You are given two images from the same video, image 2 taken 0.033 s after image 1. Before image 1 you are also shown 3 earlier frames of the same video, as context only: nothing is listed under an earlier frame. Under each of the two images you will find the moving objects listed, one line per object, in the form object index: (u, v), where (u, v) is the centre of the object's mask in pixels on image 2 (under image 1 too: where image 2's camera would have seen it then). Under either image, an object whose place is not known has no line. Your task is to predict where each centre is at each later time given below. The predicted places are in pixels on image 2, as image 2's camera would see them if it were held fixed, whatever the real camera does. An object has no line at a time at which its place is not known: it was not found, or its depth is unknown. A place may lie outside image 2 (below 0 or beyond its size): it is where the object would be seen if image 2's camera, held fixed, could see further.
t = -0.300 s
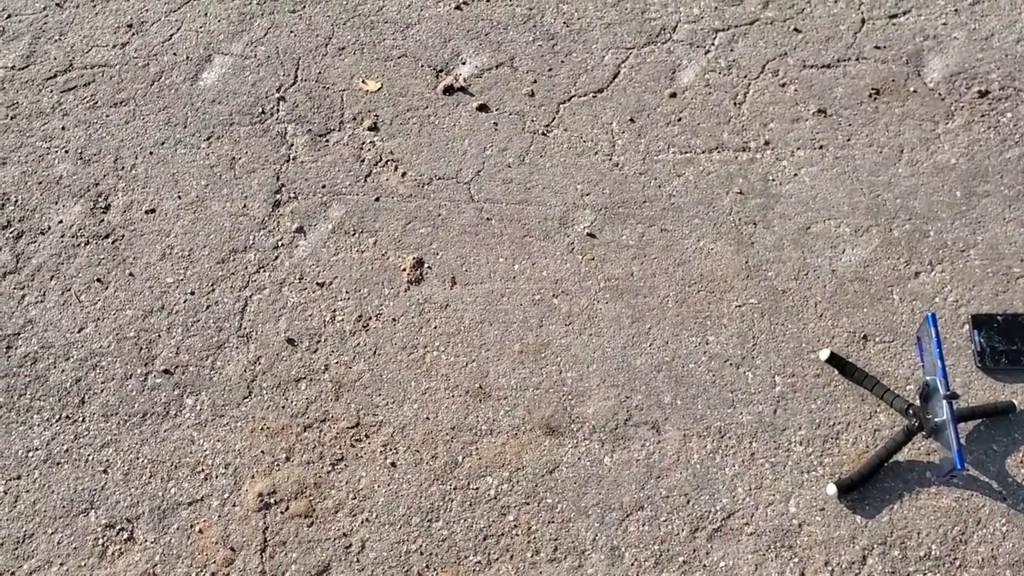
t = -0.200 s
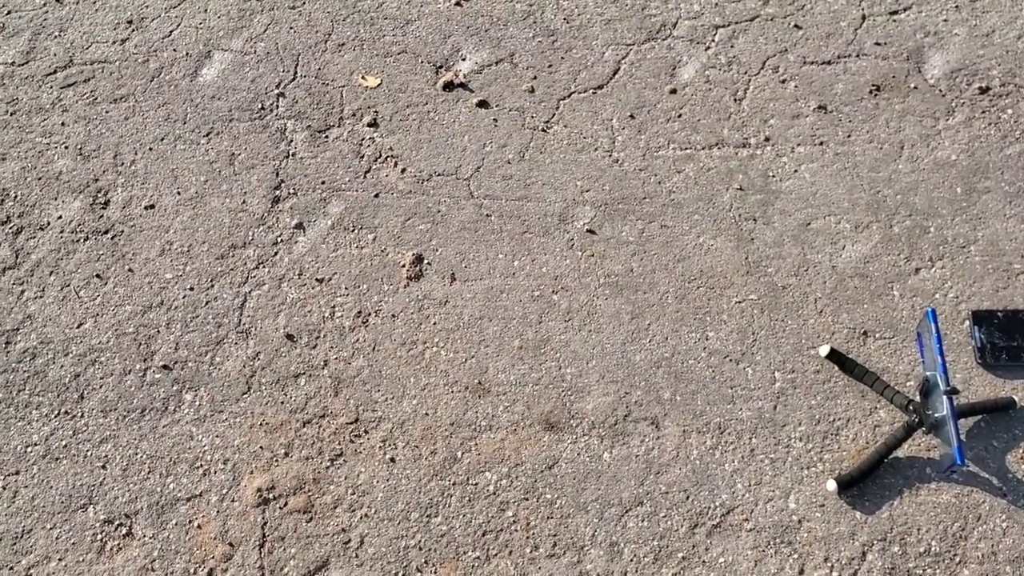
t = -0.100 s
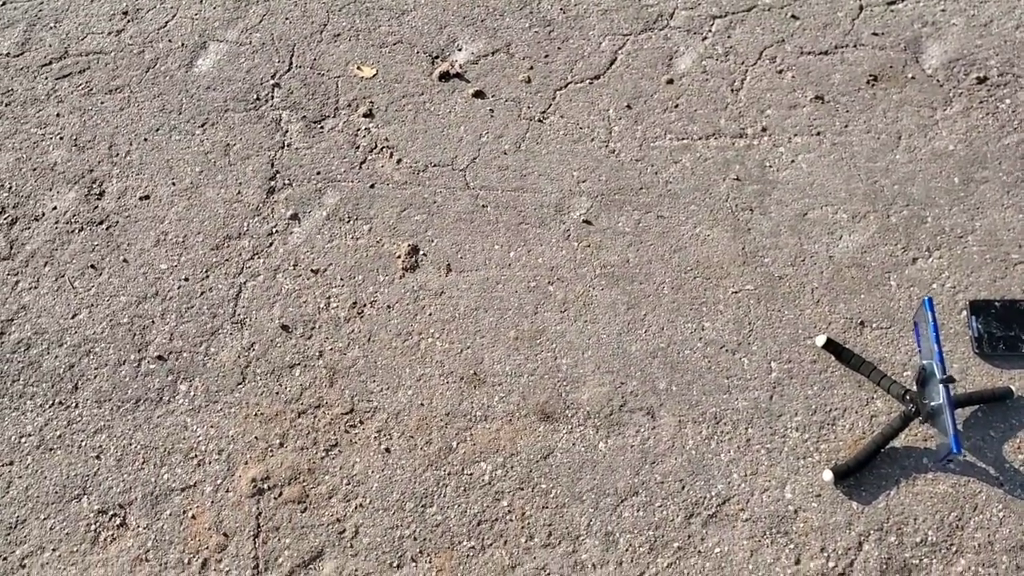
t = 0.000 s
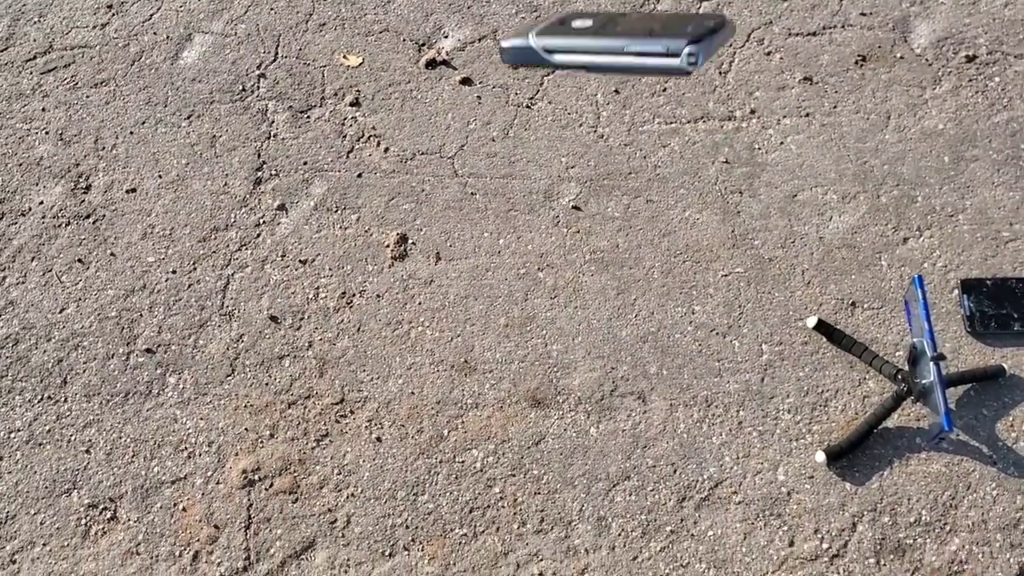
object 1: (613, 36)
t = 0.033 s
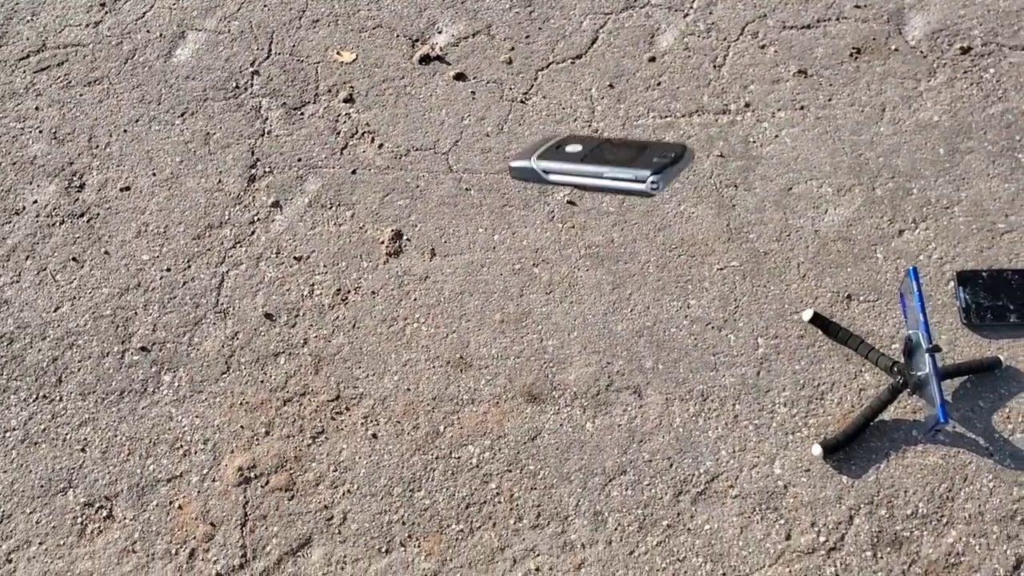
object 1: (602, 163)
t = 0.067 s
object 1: (596, 251)
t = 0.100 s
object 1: (594, 313)
